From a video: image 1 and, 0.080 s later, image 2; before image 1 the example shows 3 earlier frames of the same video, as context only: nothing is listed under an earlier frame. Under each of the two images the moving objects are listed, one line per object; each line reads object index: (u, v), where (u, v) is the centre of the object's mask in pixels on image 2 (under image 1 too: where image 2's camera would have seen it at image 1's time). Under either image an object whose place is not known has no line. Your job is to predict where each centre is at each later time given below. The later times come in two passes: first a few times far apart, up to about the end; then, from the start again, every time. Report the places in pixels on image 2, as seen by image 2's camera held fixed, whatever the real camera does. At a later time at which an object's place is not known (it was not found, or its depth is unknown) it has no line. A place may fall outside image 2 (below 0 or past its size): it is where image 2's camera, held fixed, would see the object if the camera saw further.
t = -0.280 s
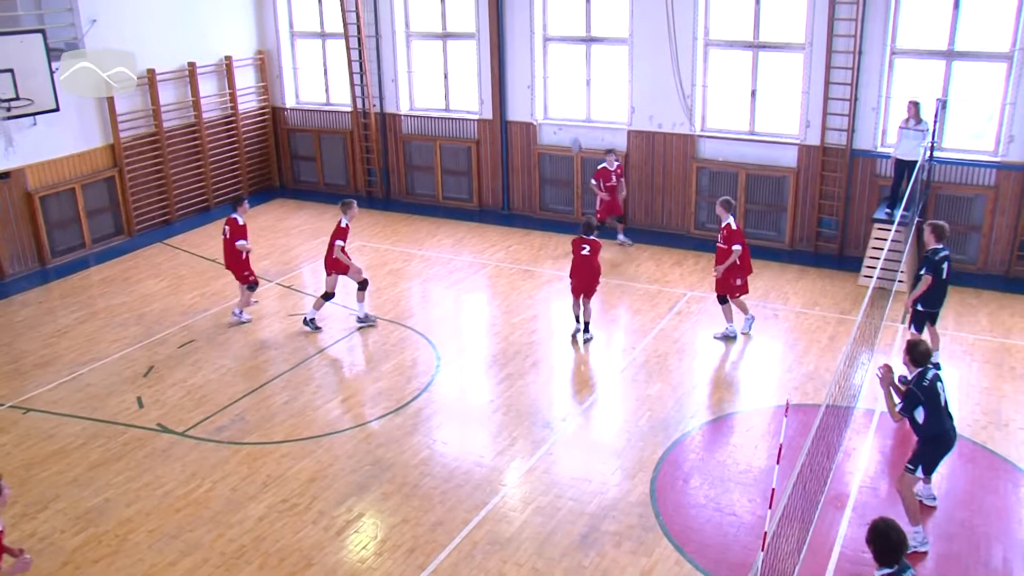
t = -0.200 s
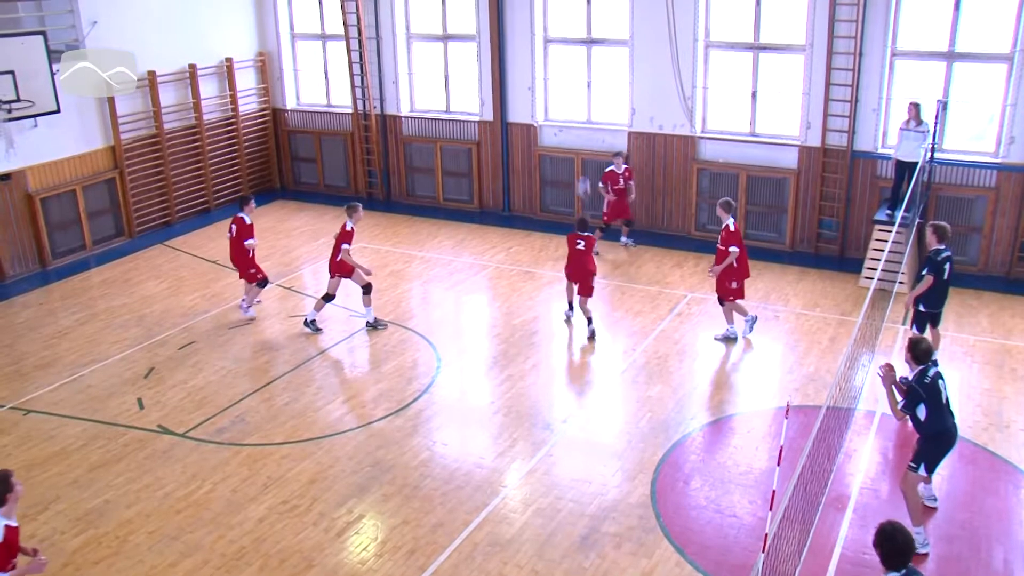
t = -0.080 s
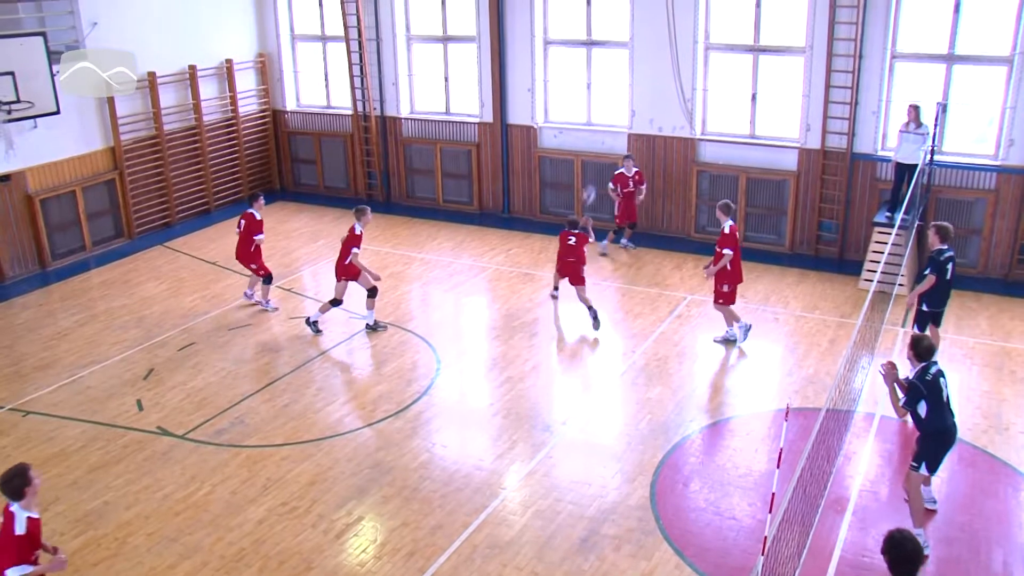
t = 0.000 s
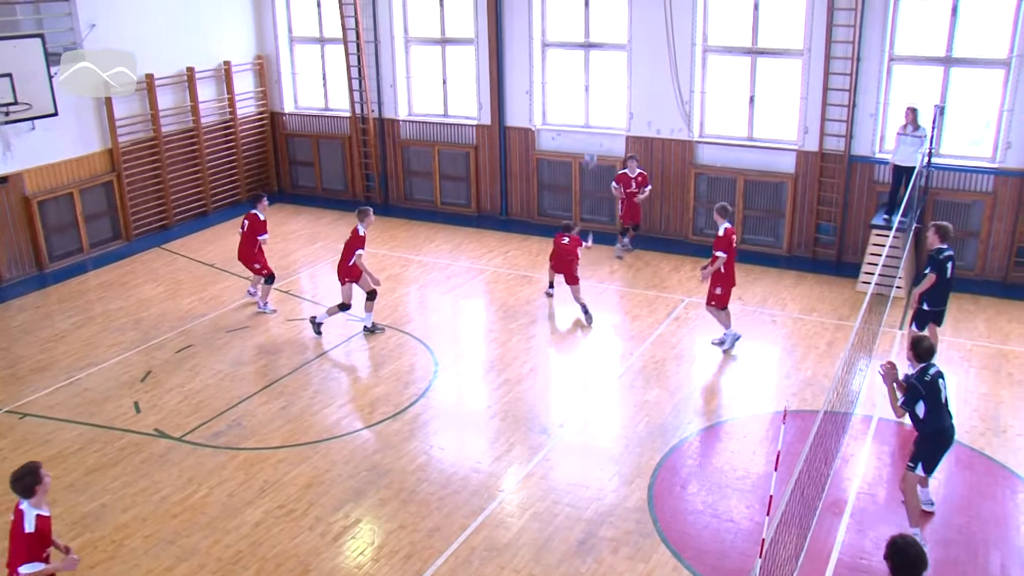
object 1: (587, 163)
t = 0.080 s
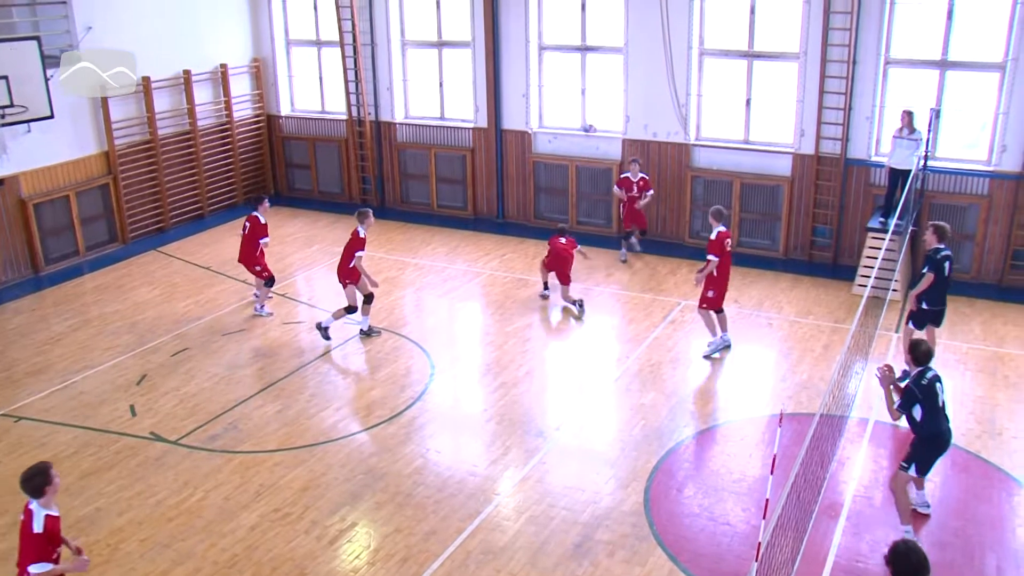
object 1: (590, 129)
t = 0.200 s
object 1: (593, 84)
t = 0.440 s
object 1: (601, 23)
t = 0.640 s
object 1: (608, 4)
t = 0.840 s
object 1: (614, 14)
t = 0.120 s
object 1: (590, 112)
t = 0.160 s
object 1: (591, 97)
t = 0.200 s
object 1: (593, 84)
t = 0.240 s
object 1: (595, 70)
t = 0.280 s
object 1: (596, 57)
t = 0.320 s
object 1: (597, 48)
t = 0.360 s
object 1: (599, 39)
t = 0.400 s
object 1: (600, 31)
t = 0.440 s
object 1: (601, 23)
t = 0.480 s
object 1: (602, 17)
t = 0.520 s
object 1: (604, 12)
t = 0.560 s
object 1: (605, 8)
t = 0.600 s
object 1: (606, 6)
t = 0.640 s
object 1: (608, 4)
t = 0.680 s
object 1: (609, 4)
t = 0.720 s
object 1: (610, 5)
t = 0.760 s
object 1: (611, 7)
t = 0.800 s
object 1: (612, 10)
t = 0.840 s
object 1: (614, 14)
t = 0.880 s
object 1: (615, 20)
